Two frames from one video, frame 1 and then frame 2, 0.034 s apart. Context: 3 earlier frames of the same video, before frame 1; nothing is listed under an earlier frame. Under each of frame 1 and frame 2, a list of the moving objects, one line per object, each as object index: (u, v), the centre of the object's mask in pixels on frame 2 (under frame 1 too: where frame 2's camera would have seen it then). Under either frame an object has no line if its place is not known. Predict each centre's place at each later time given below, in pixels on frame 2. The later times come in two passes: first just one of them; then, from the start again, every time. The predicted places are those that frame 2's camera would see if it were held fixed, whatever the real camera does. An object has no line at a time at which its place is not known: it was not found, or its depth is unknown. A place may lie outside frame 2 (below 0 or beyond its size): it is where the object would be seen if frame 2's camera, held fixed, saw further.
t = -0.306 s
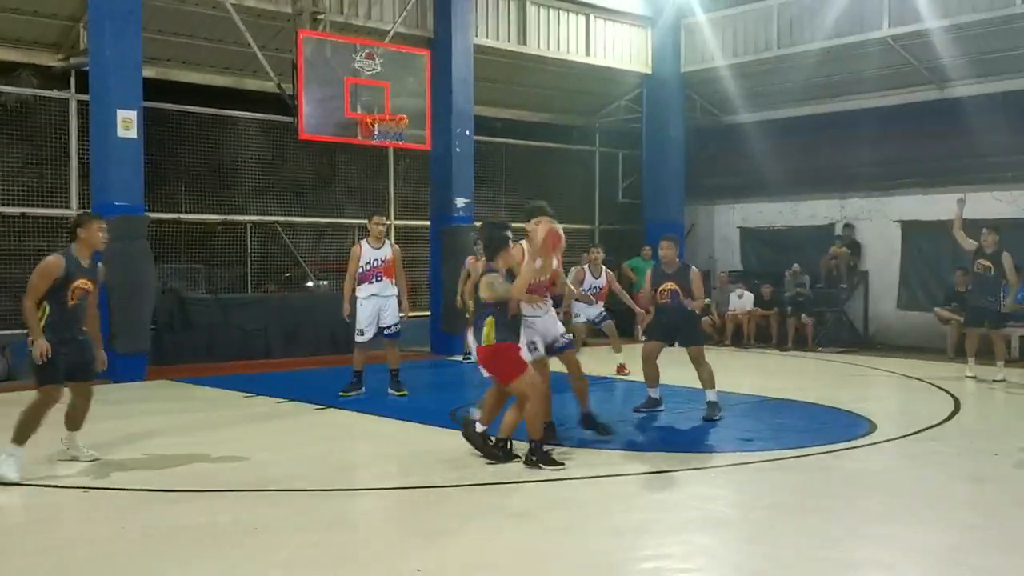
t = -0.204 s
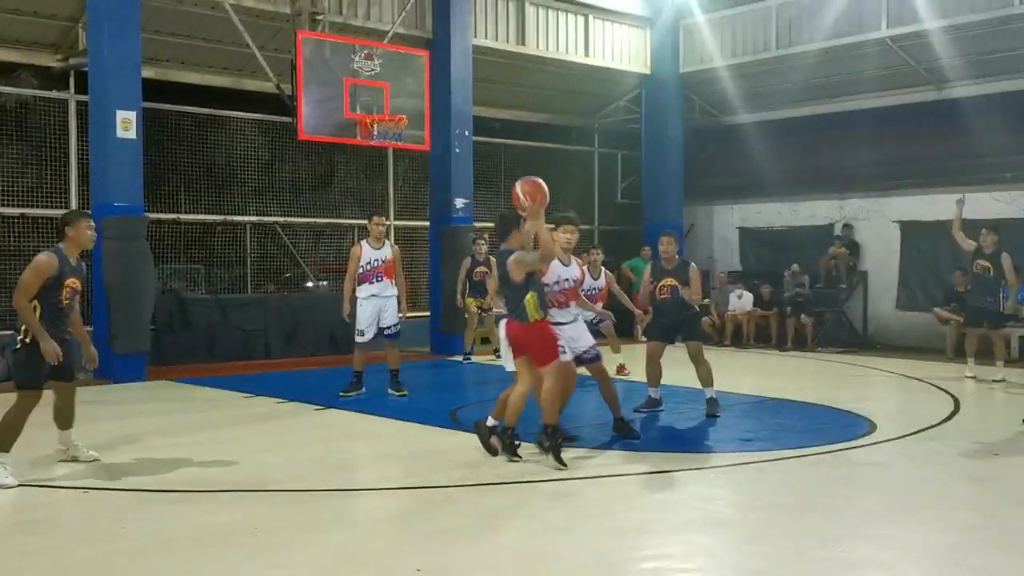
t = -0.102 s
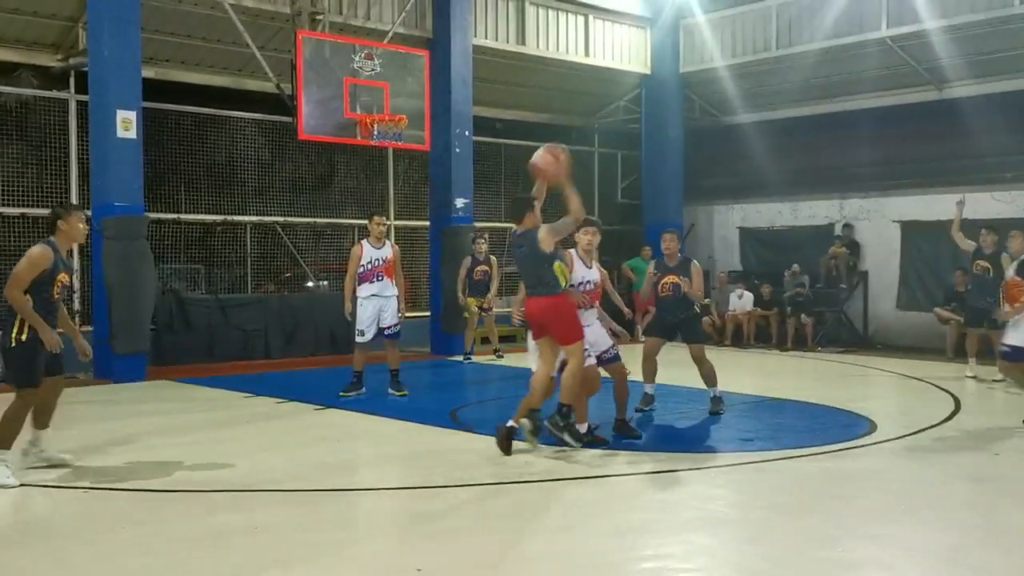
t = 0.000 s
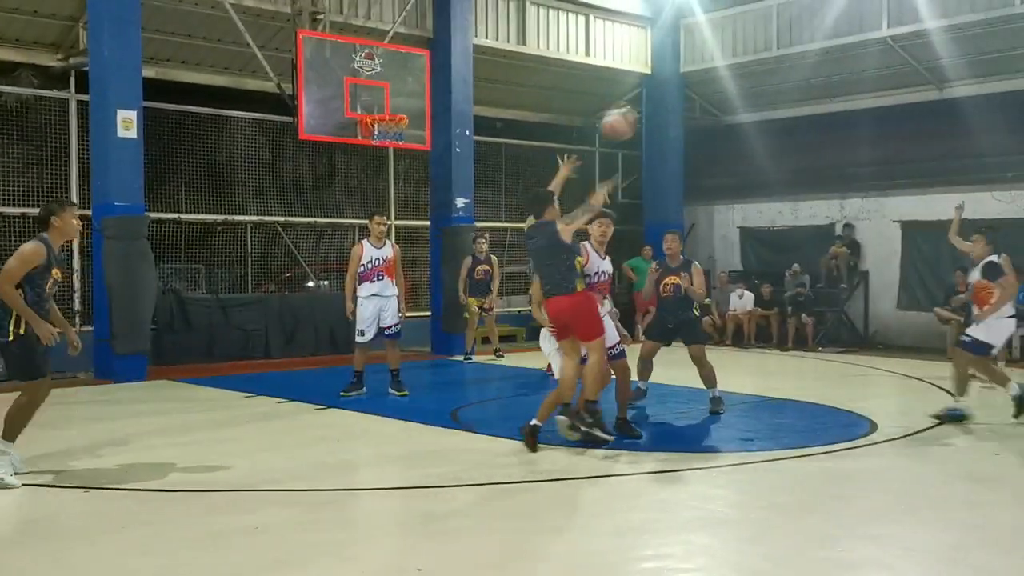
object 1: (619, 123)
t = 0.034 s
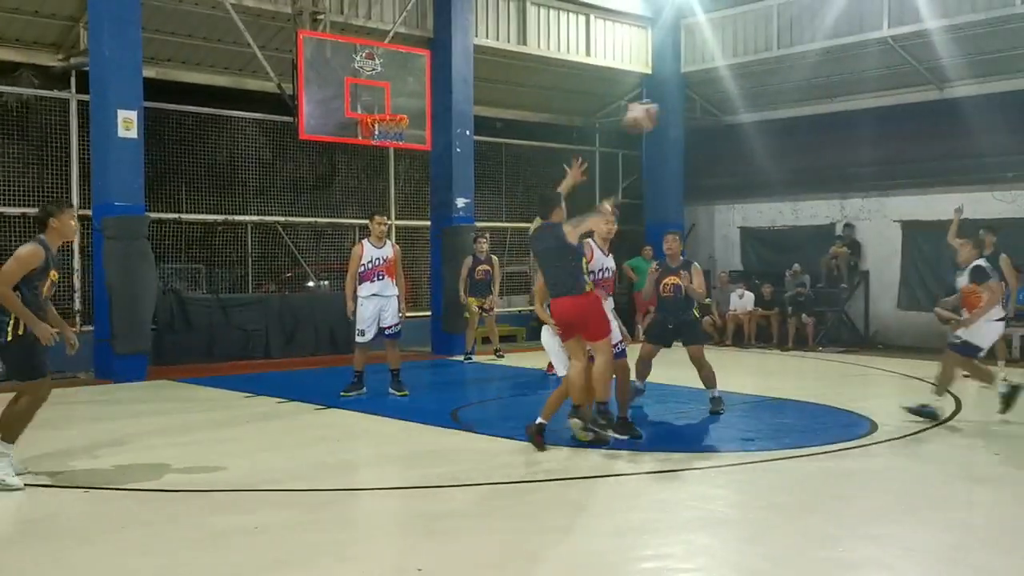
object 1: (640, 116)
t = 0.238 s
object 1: (742, 110)
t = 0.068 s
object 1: (662, 111)
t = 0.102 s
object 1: (680, 107)
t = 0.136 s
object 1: (698, 105)
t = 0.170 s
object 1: (713, 105)
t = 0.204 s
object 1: (727, 106)
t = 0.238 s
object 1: (742, 110)
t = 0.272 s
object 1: (756, 114)
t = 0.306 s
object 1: (769, 118)
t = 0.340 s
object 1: (782, 124)
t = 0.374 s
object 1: (795, 130)
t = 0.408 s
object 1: (807, 138)
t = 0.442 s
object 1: (817, 146)
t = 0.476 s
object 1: (828, 154)
